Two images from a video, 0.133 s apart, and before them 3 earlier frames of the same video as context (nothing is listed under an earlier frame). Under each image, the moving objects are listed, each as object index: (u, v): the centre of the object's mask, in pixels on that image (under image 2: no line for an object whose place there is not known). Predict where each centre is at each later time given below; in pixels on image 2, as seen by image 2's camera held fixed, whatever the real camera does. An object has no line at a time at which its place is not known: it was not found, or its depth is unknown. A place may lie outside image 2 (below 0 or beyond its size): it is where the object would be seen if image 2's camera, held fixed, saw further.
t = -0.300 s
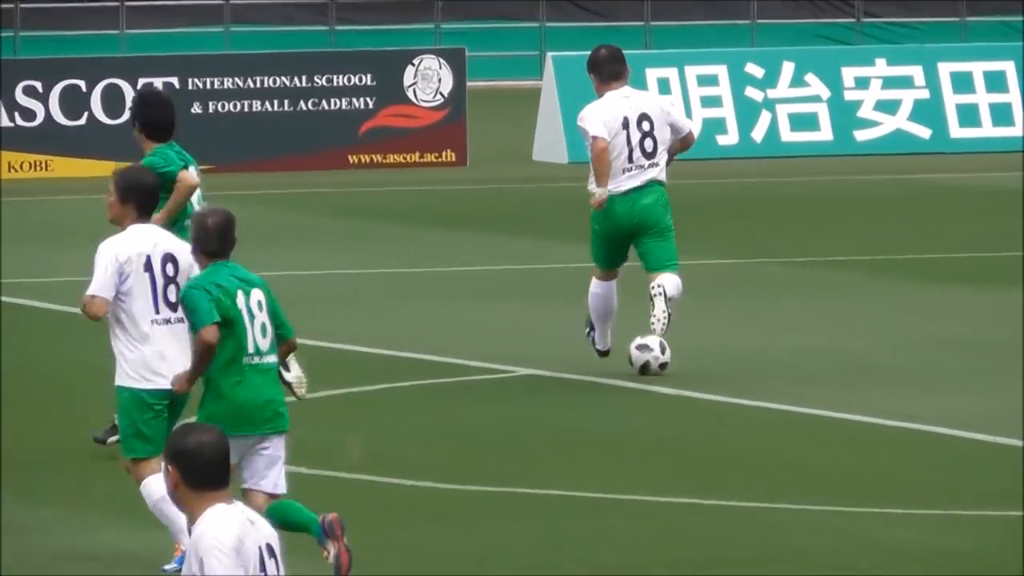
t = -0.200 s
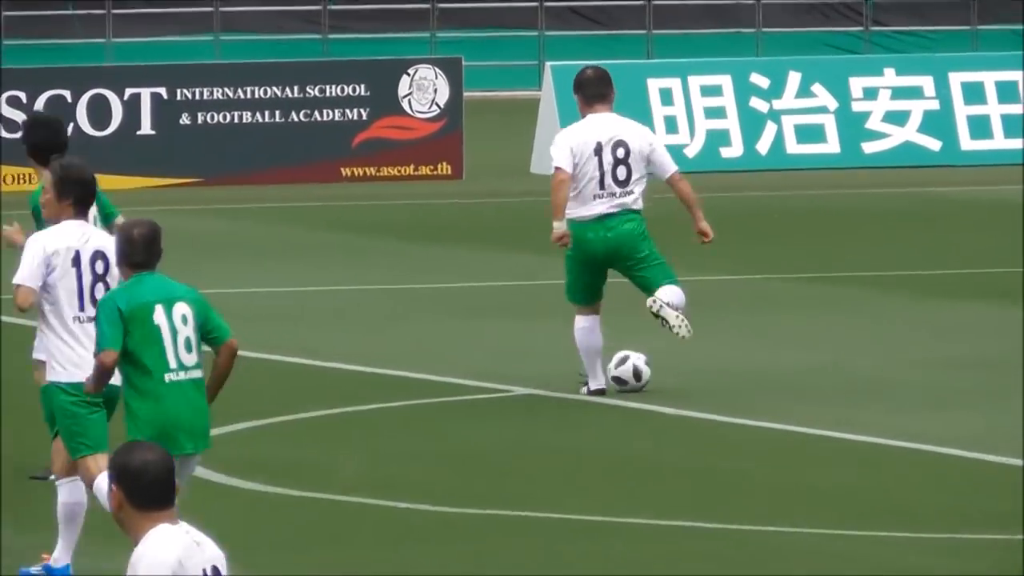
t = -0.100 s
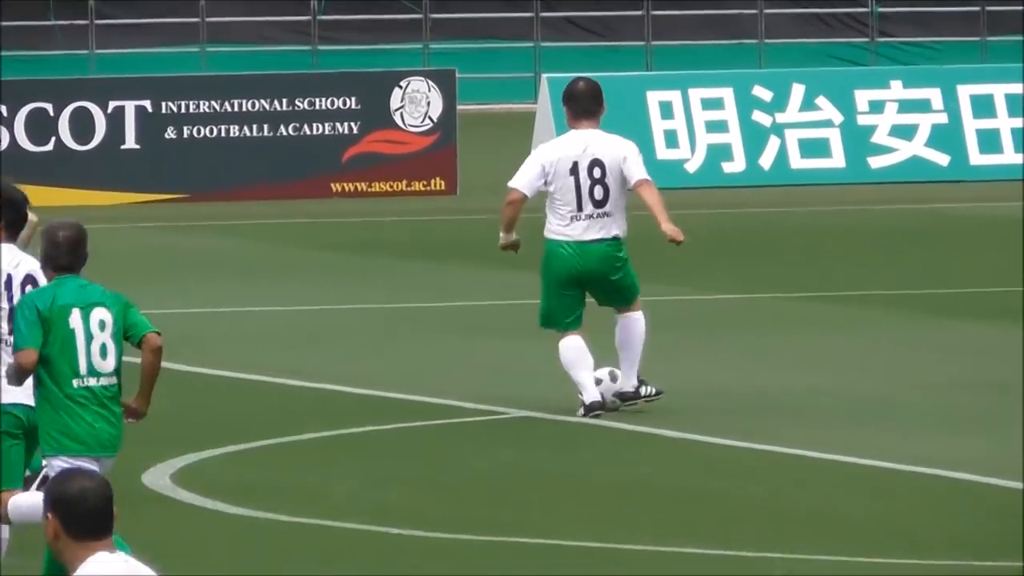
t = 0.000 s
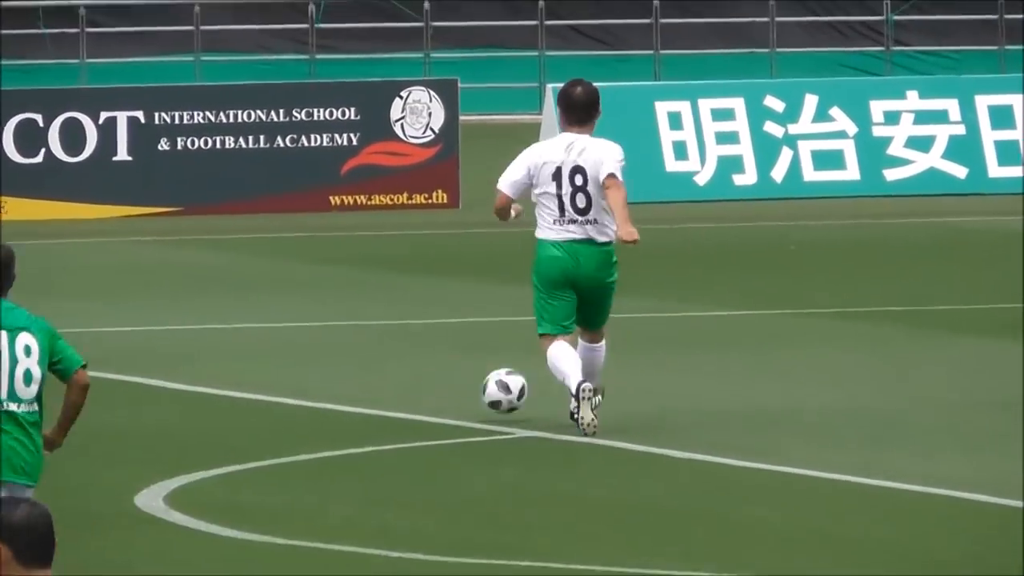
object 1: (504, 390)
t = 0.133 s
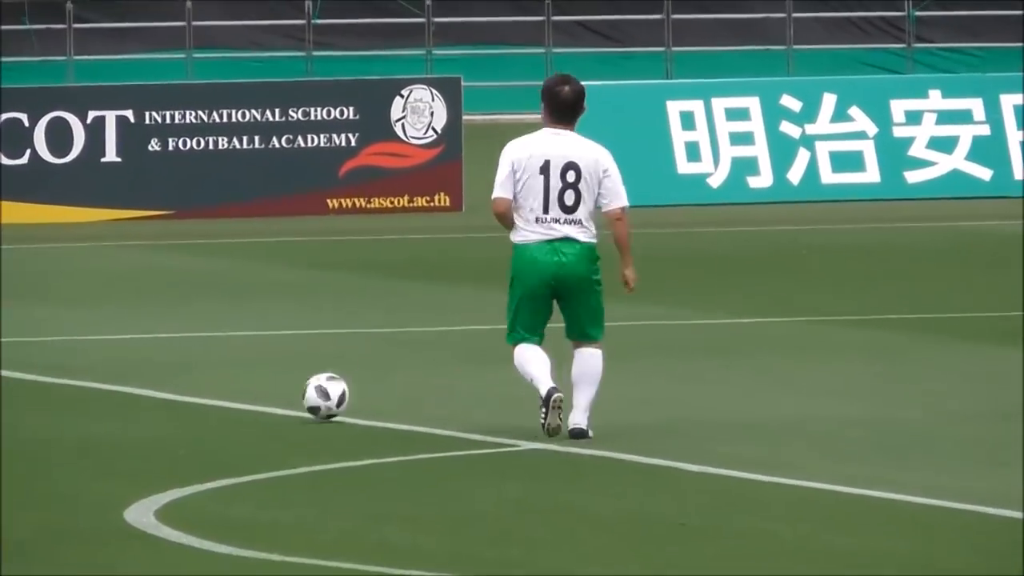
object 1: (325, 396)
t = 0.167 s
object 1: (285, 397)
